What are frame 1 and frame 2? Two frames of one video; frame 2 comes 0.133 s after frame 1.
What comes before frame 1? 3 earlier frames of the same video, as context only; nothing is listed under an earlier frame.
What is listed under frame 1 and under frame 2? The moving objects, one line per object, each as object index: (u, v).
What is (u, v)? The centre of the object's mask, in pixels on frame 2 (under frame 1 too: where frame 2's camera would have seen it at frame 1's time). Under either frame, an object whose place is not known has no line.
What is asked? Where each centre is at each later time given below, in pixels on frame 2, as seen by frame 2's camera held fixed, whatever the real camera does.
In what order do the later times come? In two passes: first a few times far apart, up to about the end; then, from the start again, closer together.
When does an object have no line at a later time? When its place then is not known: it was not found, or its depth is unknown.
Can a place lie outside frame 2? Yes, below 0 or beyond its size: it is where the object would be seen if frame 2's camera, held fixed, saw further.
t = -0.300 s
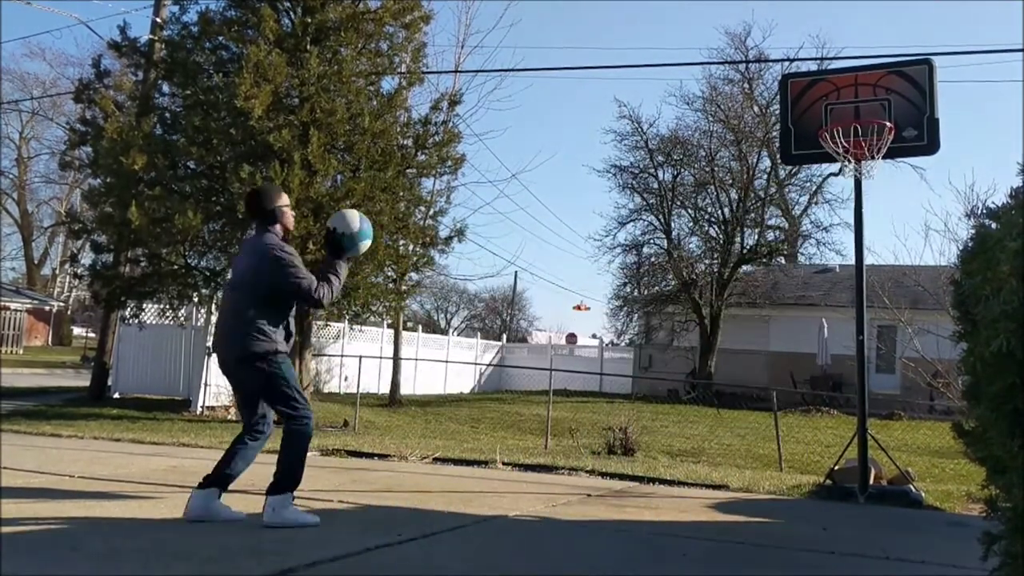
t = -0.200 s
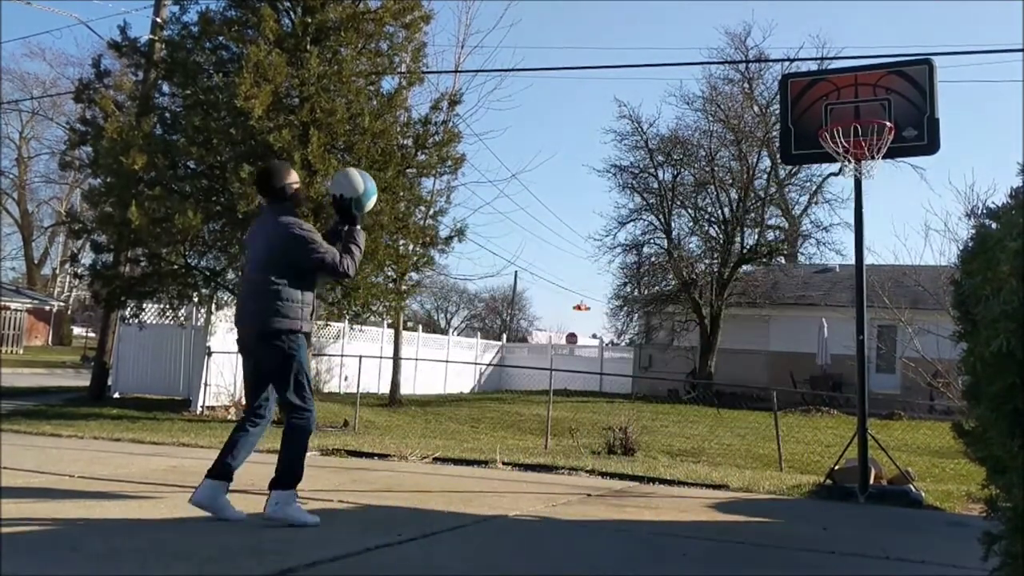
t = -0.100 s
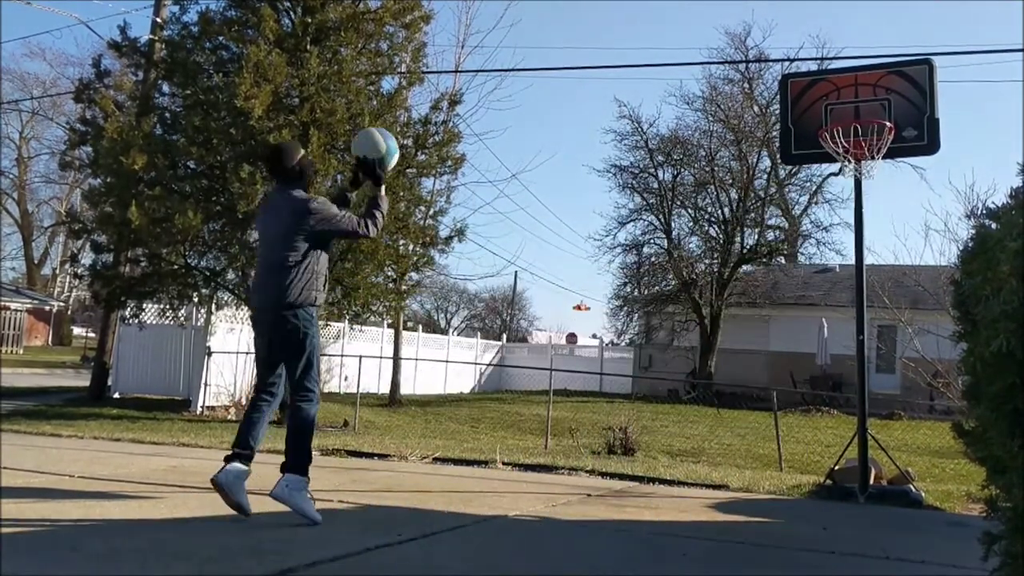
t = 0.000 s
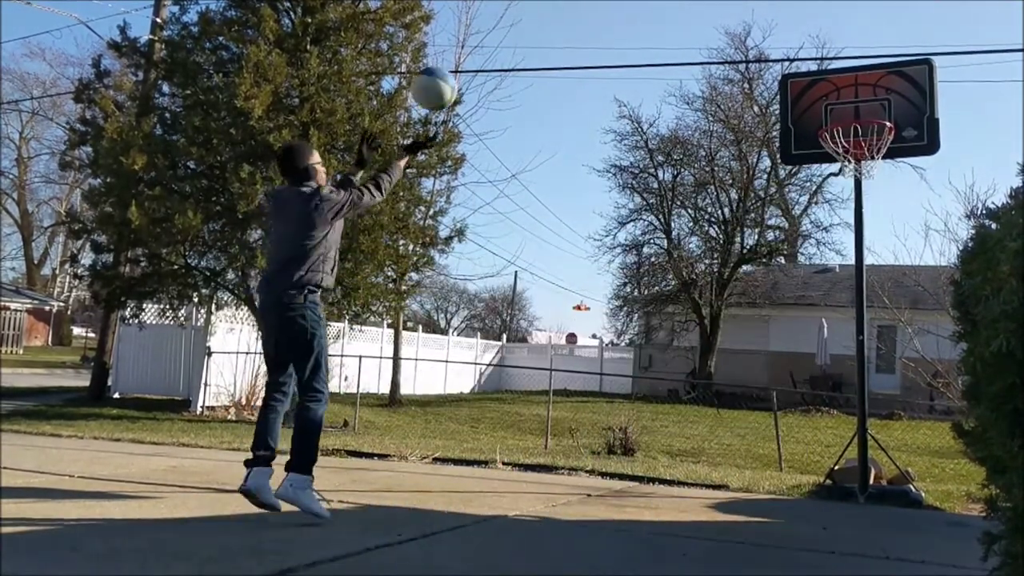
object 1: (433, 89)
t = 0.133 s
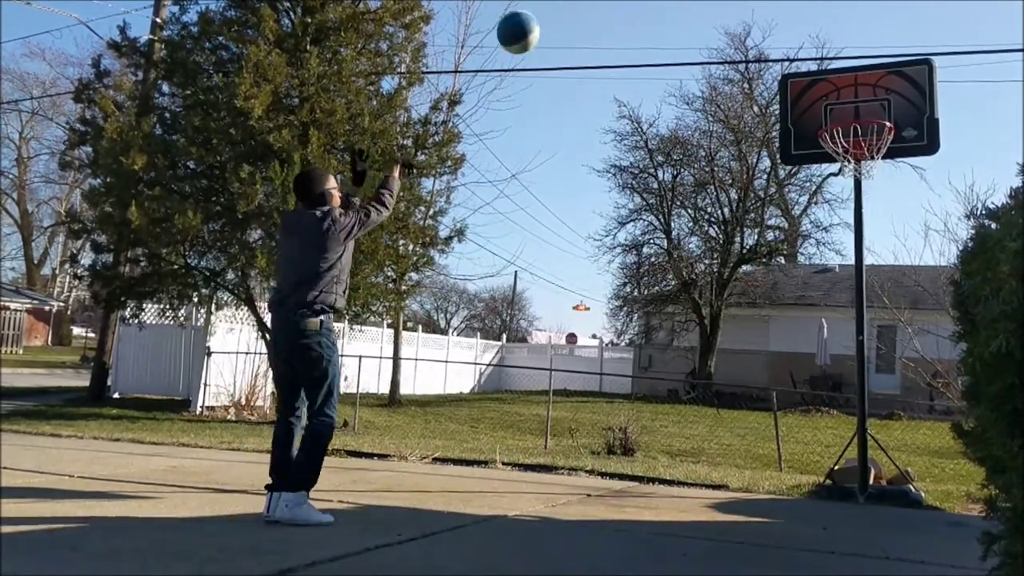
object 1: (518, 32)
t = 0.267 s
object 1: (591, 13)
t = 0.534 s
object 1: (714, 46)
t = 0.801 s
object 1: (813, 174)
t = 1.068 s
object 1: (847, 341)
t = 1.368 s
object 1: (816, 402)
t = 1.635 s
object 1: (774, 260)
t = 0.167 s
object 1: (537, 23)
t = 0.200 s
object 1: (556, 18)
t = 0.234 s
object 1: (574, 15)
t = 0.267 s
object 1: (591, 13)
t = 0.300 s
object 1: (608, 12)
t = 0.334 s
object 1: (624, 12)
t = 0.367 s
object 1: (640, 13)
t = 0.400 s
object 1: (655, 16)
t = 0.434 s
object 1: (671, 20)
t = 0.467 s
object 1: (685, 28)
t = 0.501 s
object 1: (699, 36)
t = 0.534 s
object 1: (714, 46)
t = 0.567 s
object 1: (727, 58)
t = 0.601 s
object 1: (741, 71)
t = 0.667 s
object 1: (767, 100)
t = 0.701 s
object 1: (779, 118)
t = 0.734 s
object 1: (791, 135)
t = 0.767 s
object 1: (802, 154)
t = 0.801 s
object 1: (813, 174)
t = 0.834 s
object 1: (824, 196)
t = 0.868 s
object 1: (834, 220)
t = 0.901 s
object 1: (846, 242)
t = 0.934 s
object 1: (851, 262)
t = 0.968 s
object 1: (849, 279)
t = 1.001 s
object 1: (848, 296)
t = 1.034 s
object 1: (847, 317)
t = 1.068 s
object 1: (847, 341)
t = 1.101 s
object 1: (842, 364)
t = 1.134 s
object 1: (839, 390)
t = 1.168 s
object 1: (837, 419)
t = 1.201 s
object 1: (835, 452)
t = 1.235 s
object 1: (832, 481)
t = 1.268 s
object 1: (830, 481)
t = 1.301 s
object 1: (825, 452)
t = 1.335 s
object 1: (821, 426)
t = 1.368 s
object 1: (816, 402)
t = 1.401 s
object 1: (811, 380)
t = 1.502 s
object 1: (796, 319)
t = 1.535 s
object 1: (790, 301)
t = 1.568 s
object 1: (785, 286)
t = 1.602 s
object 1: (780, 273)
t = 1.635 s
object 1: (774, 260)
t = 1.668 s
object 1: (769, 249)
